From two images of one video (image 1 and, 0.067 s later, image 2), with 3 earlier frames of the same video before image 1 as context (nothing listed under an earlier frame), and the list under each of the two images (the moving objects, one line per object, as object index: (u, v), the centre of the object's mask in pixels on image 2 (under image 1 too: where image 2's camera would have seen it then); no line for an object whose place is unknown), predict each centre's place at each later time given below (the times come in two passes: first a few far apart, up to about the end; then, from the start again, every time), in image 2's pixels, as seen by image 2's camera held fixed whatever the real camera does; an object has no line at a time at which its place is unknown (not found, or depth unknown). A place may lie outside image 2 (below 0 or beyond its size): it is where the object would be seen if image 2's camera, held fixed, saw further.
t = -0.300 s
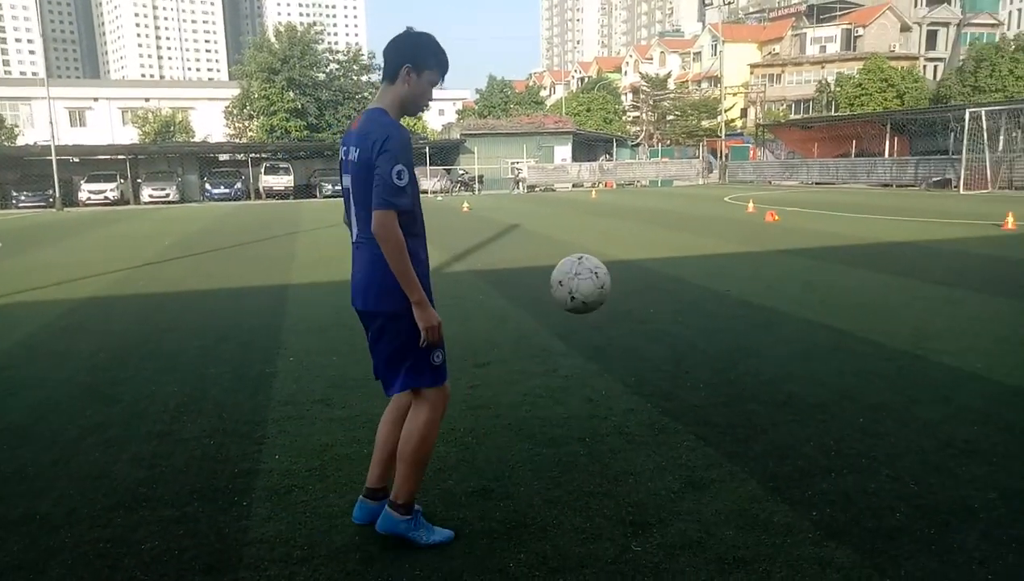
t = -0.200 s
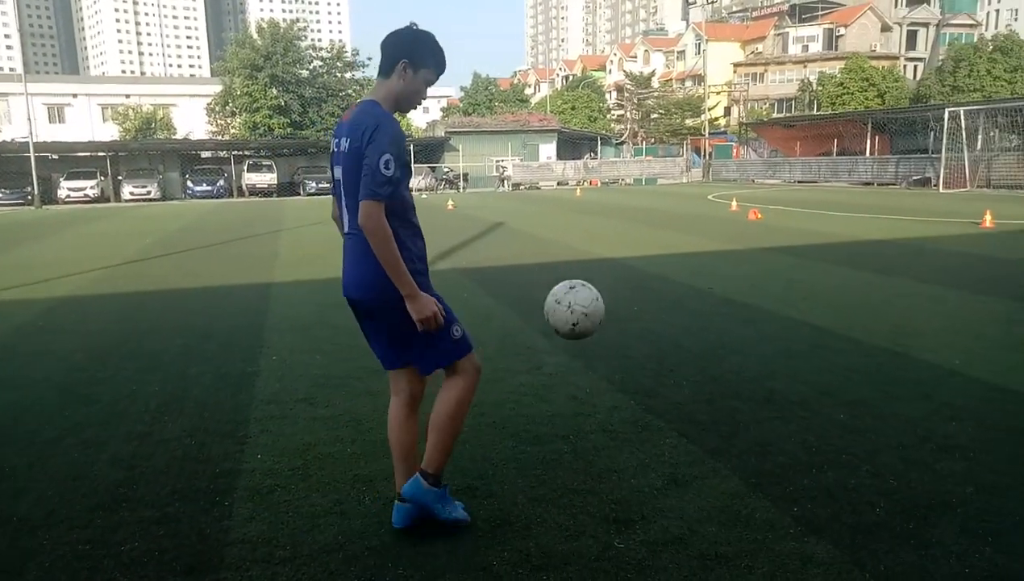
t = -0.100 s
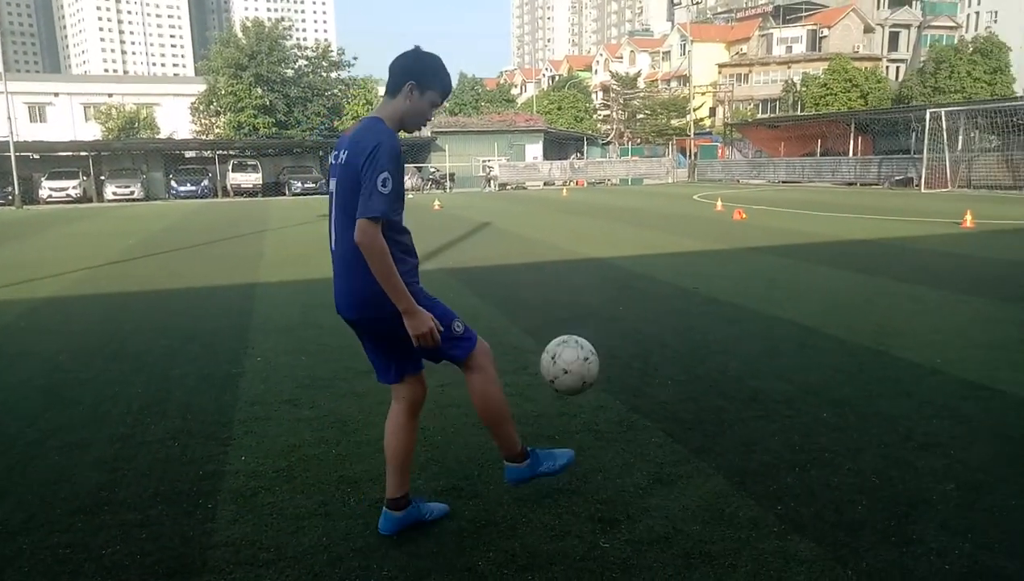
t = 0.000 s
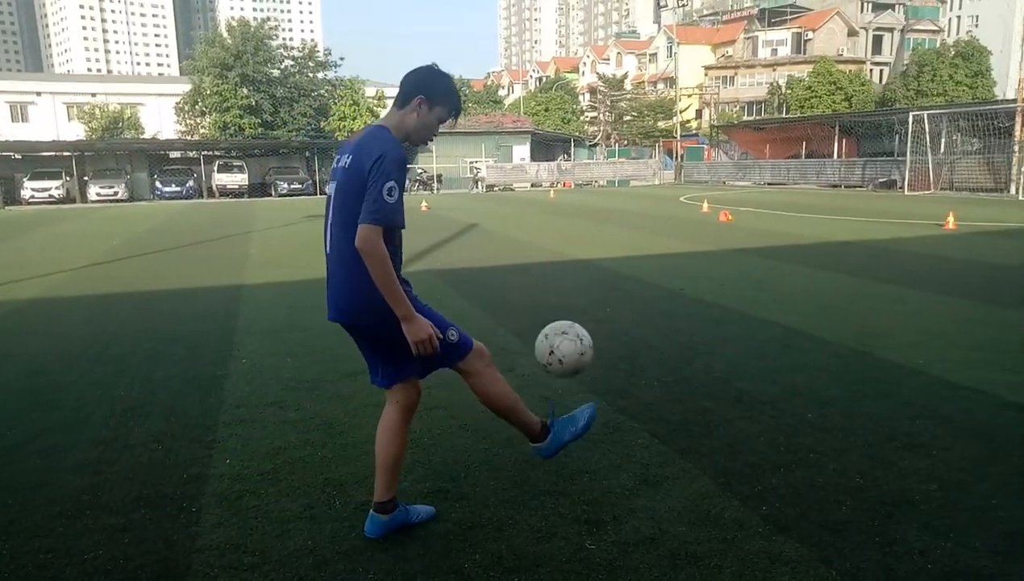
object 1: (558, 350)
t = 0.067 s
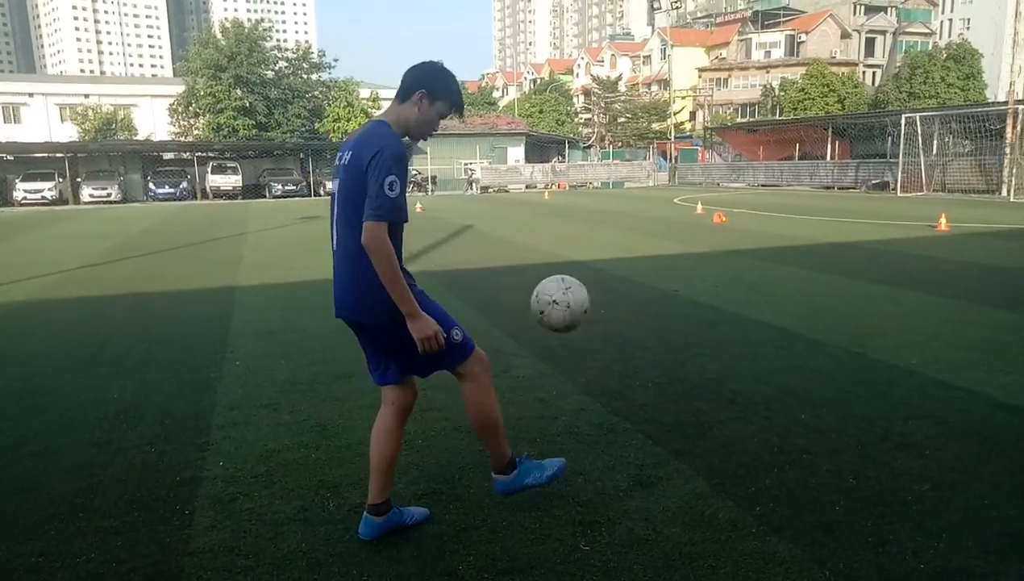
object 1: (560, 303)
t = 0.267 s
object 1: (566, 227)
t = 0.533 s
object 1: (578, 281)
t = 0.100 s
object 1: (561, 283)
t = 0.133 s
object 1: (562, 266)
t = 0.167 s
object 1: (563, 252)
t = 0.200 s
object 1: (563, 241)
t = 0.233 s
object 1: (565, 233)
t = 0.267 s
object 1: (566, 227)
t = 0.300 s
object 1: (568, 223)
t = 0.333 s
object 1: (570, 222)
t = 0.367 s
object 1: (571, 224)
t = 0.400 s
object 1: (572, 229)
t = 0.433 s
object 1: (573, 237)
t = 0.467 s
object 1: (575, 249)
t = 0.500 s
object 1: (576, 263)
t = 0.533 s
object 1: (578, 281)
